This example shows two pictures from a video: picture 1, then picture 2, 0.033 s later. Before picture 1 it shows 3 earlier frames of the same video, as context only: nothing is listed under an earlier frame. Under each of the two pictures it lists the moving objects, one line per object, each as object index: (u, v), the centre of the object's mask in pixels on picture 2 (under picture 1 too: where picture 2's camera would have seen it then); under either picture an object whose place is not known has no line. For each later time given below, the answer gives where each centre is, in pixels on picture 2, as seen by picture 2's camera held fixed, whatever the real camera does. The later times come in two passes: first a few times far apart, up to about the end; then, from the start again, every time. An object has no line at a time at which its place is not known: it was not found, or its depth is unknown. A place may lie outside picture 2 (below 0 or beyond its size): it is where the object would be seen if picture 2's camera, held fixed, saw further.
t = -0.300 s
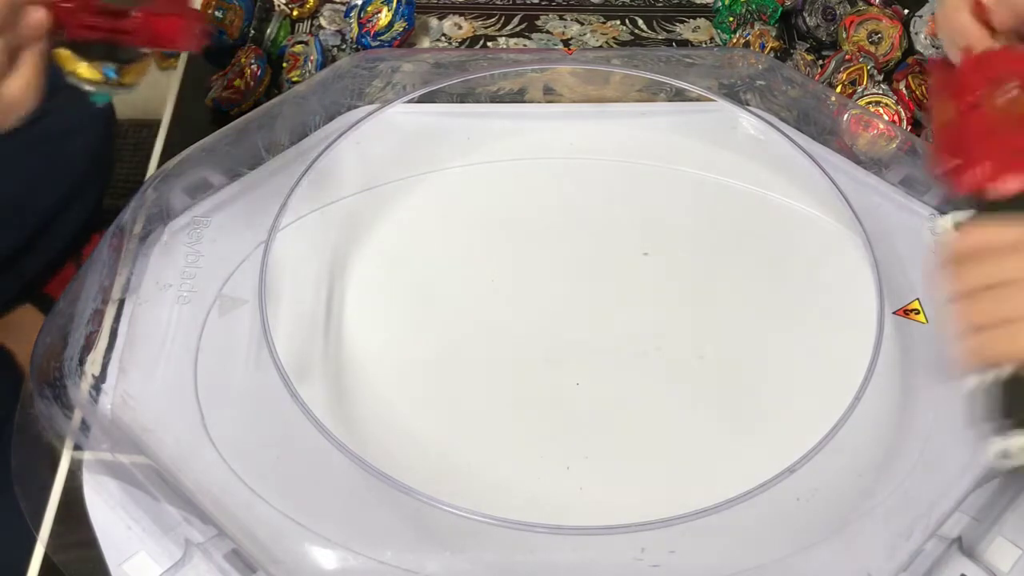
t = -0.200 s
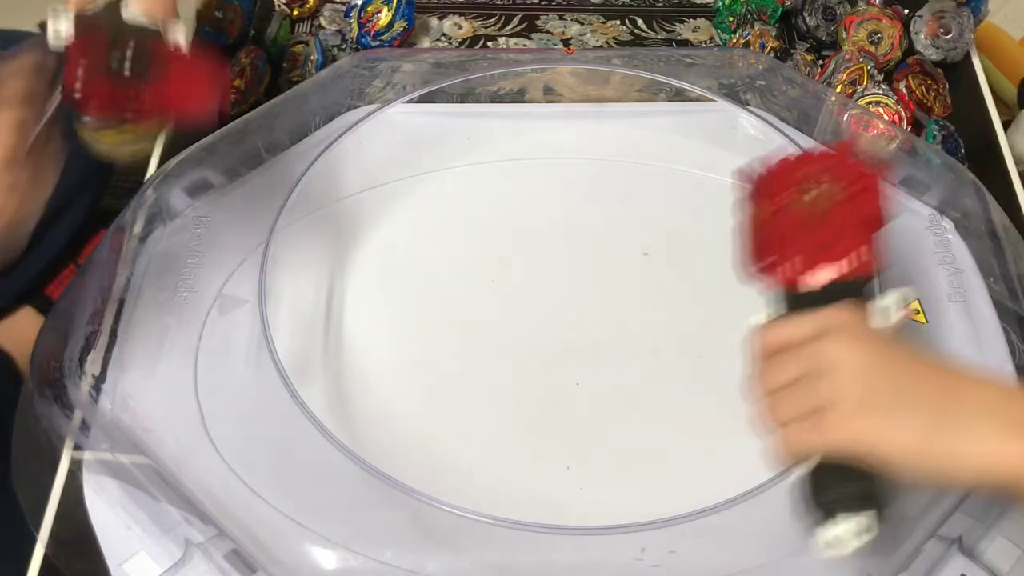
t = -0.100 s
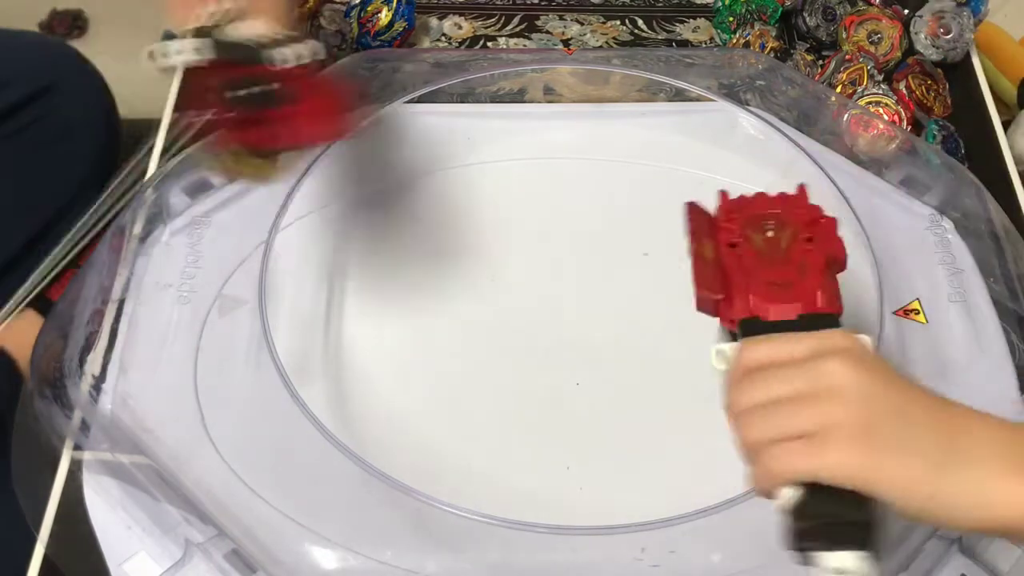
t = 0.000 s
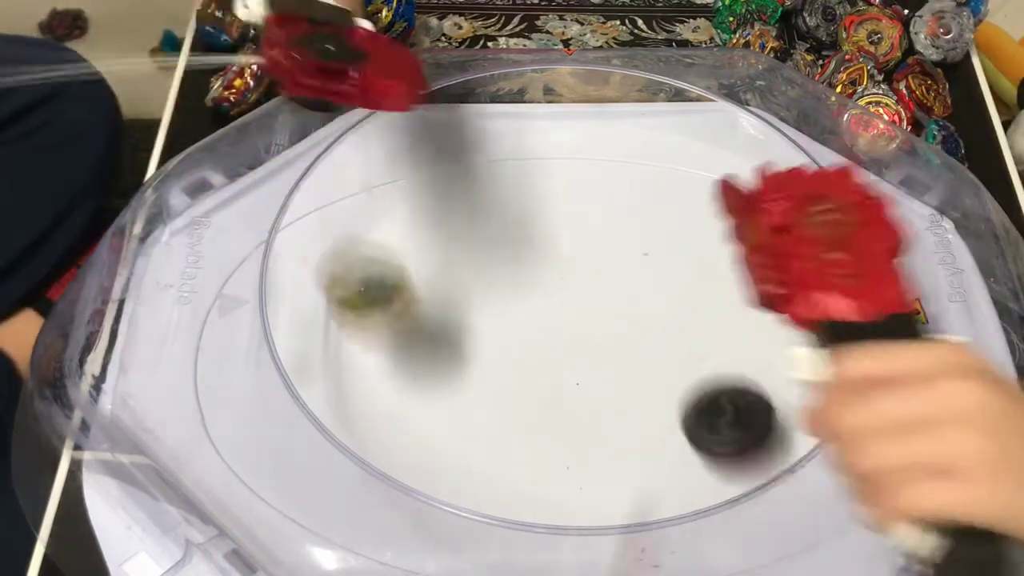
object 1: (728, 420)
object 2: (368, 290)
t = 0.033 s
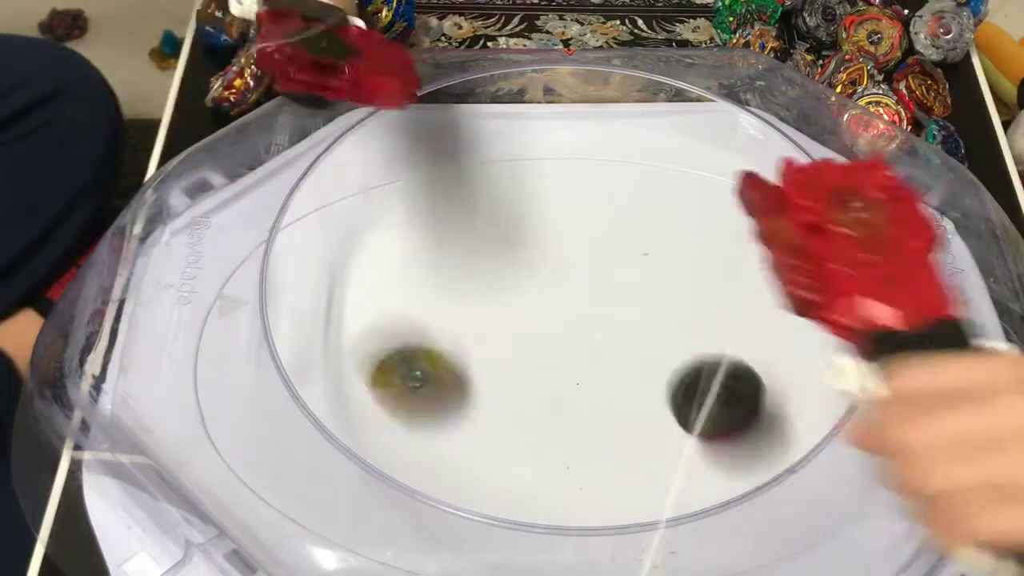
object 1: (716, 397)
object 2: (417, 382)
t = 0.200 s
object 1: (640, 395)
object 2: (555, 407)
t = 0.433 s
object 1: (546, 299)
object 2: (730, 483)
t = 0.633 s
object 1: (532, 216)
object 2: (851, 419)
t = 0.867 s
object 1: (580, 160)
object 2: (874, 329)
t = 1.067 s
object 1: (644, 167)
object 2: (790, 292)
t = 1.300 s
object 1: (674, 221)
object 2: (674, 340)
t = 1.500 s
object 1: (630, 241)
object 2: (622, 415)
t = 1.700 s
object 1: (554, 287)
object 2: (622, 450)
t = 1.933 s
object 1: (449, 320)
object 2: (595, 422)
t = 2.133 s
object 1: (354, 347)
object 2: (559, 364)
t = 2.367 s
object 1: (243, 364)
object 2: (521, 322)
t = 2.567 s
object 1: (216, 355)
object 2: (510, 313)
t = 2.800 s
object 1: (261, 350)
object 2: (525, 311)
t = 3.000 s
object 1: (340, 357)
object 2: (583, 325)
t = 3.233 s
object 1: (444, 360)
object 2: (644, 338)
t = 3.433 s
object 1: (564, 349)
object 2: (677, 351)
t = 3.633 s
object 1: (643, 343)
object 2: (741, 368)
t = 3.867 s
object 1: (715, 331)
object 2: (799, 377)
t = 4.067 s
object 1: (711, 307)
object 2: (857, 410)
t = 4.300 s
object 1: (693, 293)
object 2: (881, 433)
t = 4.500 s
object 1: (673, 301)
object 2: (831, 423)
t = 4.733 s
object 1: (610, 331)
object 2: (716, 379)
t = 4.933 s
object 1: (538, 340)
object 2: (632, 343)
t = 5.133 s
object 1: (484, 339)
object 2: (577, 311)
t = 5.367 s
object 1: (456, 341)
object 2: (550, 294)
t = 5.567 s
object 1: (449, 348)
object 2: (560, 297)
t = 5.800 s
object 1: (467, 352)
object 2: (609, 325)
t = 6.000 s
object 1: (513, 350)
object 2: (653, 356)
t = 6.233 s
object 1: (568, 354)
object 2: (698, 382)
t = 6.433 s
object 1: (469, 338)
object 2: (899, 400)
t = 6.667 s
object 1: (452, 324)
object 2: (916, 382)
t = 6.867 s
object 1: (462, 324)
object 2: (852, 387)
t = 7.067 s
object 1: (491, 325)
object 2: (739, 385)
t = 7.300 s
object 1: (543, 334)
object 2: (641, 364)
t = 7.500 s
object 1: (553, 350)
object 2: (642, 340)
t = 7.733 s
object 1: (532, 392)
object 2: (684, 278)
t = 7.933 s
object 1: (528, 389)
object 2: (708, 285)
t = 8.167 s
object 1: (547, 374)
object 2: (702, 334)
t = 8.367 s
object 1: (579, 359)
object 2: (679, 381)
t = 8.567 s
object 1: (585, 325)
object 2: (667, 413)
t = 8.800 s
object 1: (604, 300)
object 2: (651, 393)
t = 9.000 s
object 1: (626, 298)
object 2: (640, 376)
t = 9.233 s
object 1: (648, 314)
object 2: (607, 376)
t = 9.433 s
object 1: (663, 323)
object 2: (566, 392)
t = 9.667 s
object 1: (650, 352)
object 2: (529, 377)
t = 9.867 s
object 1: (612, 371)
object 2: (528, 340)
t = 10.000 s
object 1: (599, 386)
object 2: (548, 320)
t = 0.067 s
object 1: (700, 387)
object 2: (434, 370)
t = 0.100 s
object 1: (686, 389)
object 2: (459, 361)
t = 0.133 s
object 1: (668, 403)
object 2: (494, 365)
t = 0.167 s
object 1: (652, 419)
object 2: (521, 379)
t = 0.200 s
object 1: (640, 395)
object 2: (555, 407)
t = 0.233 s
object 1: (622, 376)
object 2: (587, 453)
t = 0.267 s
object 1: (606, 373)
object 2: (618, 487)
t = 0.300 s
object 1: (591, 373)
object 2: (640, 484)
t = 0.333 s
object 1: (579, 345)
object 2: (656, 486)
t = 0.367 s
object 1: (564, 328)
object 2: (683, 493)
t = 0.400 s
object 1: (553, 318)
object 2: (706, 491)
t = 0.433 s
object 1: (546, 299)
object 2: (730, 483)
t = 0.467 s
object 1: (538, 288)
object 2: (754, 475)
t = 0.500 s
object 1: (534, 271)
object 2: (771, 465)
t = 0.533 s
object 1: (531, 256)
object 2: (791, 453)
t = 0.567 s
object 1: (531, 242)
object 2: (812, 443)
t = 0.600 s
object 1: (530, 229)
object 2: (829, 432)
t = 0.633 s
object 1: (532, 216)
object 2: (851, 419)
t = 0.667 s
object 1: (537, 205)
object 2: (869, 406)
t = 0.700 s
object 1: (541, 195)
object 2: (880, 394)
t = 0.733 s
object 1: (546, 184)
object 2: (885, 380)
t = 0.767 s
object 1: (553, 176)
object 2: (886, 367)
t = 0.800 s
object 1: (561, 170)
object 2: (885, 354)
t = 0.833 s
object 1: (570, 164)
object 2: (882, 341)
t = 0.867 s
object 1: (580, 160)
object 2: (874, 329)
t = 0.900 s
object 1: (590, 157)
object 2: (864, 319)
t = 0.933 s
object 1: (601, 155)
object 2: (849, 311)
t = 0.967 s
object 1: (613, 156)
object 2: (839, 308)
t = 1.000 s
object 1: (624, 158)
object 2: (825, 303)
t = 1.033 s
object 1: (634, 161)
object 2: (808, 297)
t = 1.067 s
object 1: (644, 167)
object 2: (790, 292)
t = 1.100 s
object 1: (652, 175)
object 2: (773, 289)
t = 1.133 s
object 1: (661, 186)
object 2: (756, 288)
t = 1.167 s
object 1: (671, 198)
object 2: (741, 290)
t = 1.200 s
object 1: (678, 213)
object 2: (721, 292)
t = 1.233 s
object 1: (682, 226)
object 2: (699, 296)
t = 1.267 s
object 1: (679, 224)
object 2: (687, 318)
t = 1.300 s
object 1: (674, 221)
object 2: (674, 340)
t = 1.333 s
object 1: (668, 220)
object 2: (660, 360)
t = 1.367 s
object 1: (663, 221)
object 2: (649, 375)
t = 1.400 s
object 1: (657, 224)
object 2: (640, 388)
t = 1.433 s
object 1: (649, 228)
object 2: (630, 399)
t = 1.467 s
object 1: (640, 234)
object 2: (624, 408)
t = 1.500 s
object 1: (630, 241)
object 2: (622, 415)
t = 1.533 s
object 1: (619, 249)
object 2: (621, 422)
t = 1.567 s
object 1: (608, 258)
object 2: (621, 430)
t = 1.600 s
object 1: (595, 265)
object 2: (622, 438)
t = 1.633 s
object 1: (581, 273)
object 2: (623, 444)
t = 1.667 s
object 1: (567, 280)
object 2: (623, 448)
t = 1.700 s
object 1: (554, 287)
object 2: (622, 450)
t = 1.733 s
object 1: (540, 293)
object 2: (620, 450)
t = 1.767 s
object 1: (526, 299)
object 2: (617, 448)
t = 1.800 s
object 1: (512, 305)
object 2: (613, 445)
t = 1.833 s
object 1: (496, 309)
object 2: (609, 440)
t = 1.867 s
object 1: (481, 313)
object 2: (605, 435)
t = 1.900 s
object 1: (465, 316)
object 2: (600, 429)
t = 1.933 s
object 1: (449, 320)
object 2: (595, 422)
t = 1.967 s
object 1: (433, 324)
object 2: (590, 413)
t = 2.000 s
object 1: (418, 328)
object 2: (585, 404)
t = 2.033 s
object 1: (402, 333)
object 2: (579, 394)
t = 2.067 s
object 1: (387, 338)
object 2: (572, 384)
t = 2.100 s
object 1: (370, 343)
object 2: (565, 374)
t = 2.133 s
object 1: (354, 347)
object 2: (559, 364)
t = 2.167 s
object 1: (337, 351)
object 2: (553, 358)
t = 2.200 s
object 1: (321, 354)
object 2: (549, 354)
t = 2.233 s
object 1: (306, 356)
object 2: (542, 350)
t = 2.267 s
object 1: (290, 358)
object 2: (533, 344)
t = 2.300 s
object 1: (272, 361)
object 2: (528, 337)
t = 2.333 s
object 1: (261, 361)
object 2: (524, 328)
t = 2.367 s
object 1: (243, 364)
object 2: (521, 322)
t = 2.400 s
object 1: (236, 363)
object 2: (517, 316)
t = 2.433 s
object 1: (231, 362)
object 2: (515, 312)
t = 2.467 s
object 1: (225, 360)
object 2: (514, 309)
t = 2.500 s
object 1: (221, 359)
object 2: (513, 309)
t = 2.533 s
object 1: (217, 357)
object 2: (512, 311)
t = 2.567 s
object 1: (216, 355)
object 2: (510, 313)
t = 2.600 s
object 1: (217, 353)
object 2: (507, 316)
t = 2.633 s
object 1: (219, 352)
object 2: (503, 315)
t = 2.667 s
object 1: (224, 351)
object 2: (506, 316)
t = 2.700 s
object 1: (229, 351)
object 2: (509, 313)
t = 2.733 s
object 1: (239, 350)
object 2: (513, 313)
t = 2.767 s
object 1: (248, 349)
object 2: (518, 312)
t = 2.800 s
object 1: (261, 350)
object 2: (525, 311)
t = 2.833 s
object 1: (276, 349)
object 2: (533, 312)
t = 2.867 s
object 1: (288, 350)
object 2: (541, 313)
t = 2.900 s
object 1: (302, 352)
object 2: (551, 315)
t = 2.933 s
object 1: (317, 353)
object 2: (562, 318)
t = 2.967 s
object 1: (327, 356)
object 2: (572, 322)
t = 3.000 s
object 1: (340, 357)
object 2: (583, 325)
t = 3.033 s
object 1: (353, 359)
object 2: (594, 328)
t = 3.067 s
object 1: (366, 360)
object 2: (603, 331)
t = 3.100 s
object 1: (380, 361)
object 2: (613, 333)
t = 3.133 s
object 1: (396, 362)
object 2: (622, 335)
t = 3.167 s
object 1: (411, 361)
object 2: (629, 336)
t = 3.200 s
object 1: (426, 361)
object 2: (637, 337)
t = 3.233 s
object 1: (444, 360)
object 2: (644, 338)
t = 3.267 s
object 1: (461, 359)
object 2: (650, 339)
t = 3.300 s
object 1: (480, 357)
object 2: (657, 341)
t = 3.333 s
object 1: (500, 355)
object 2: (662, 343)
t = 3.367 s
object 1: (520, 352)
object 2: (668, 345)
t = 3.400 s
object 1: (543, 351)
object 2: (673, 348)
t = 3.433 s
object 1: (564, 349)
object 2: (677, 351)
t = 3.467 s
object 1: (584, 349)
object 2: (679, 354)
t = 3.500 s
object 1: (595, 348)
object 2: (693, 359)
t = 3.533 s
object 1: (604, 346)
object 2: (708, 362)
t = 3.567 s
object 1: (616, 345)
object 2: (721, 365)
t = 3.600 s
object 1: (629, 344)
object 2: (731, 367)
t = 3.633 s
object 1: (643, 343)
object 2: (741, 368)
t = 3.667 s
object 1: (657, 342)
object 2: (749, 369)
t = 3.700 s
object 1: (669, 340)
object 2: (757, 370)
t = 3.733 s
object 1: (678, 338)
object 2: (770, 373)
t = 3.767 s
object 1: (687, 336)
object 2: (781, 374)
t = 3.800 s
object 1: (697, 334)
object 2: (790, 376)
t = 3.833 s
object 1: (706, 333)
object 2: (795, 376)
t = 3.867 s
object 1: (715, 331)
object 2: (799, 377)
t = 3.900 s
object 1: (724, 330)
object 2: (803, 377)
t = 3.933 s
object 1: (732, 329)
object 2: (804, 378)
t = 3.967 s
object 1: (733, 326)
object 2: (813, 384)
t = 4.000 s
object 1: (725, 318)
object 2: (831, 394)
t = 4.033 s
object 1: (718, 312)
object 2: (844, 402)
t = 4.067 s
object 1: (711, 307)
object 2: (857, 410)
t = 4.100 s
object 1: (706, 303)
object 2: (865, 416)
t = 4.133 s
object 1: (703, 301)
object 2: (871, 421)
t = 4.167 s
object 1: (700, 299)
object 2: (877, 425)
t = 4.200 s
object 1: (698, 298)
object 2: (879, 428)
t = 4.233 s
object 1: (697, 296)
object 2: (882, 430)
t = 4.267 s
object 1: (695, 294)
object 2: (881, 432)
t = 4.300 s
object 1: (693, 293)
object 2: (881, 433)
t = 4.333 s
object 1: (691, 293)
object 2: (877, 434)
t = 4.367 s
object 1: (689, 293)
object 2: (872, 434)
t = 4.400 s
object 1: (686, 294)
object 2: (864, 432)
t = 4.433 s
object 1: (683, 296)
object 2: (856, 430)
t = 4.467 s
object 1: (678, 298)
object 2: (845, 426)
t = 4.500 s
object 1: (673, 301)
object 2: (831, 423)
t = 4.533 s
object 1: (667, 305)
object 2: (816, 419)
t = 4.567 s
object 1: (661, 309)
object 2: (798, 412)
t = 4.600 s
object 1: (653, 314)
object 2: (784, 408)
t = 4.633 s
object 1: (644, 319)
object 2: (767, 401)
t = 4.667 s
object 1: (633, 324)
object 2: (749, 393)
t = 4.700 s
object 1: (622, 328)
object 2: (732, 386)
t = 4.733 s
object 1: (610, 331)
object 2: (716, 379)
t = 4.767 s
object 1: (598, 333)
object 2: (701, 372)
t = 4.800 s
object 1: (585, 335)
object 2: (686, 365)
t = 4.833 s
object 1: (573, 337)
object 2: (673, 360)
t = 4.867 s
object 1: (560, 339)
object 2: (662, 355)
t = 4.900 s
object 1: (549, 339)
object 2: (647, 349)
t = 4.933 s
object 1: (538, 340)
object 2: (632, 343)
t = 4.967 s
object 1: (526, 341)
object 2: (618, 333)
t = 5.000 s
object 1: (516, 340)
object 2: (607, 325)
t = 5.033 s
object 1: (506, 340)
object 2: (598, 319)
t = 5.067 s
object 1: (498, 339)
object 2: (591, 315)
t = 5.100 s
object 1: (490, 339)
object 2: (584, 312)
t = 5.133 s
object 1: (484, 339)
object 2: (577, 311)
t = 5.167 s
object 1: (478, 338)
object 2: (569, 309)
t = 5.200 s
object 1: (473, 338)
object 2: (564, 306)
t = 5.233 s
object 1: (468, 339)
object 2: (560, 301)
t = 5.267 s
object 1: (464, 339)
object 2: (557, 297)
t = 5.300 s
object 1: (461, 339)
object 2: (554, 295)
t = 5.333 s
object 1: (458, 340)
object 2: (552, 294)
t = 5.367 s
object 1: (456, 341)
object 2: (550, 294)
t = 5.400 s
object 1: (454, 343)
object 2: (549, 295)
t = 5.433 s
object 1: (452, 344)
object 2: (548, 295)
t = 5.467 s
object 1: (450, 345)
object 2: (548, 294)
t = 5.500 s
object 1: (450, 346)
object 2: (550, 294)
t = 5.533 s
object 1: (449, 347)
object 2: (554, 295)
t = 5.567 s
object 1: (449, 348)
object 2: (560, 297)
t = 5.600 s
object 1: (451, 349)
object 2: (566, 299)
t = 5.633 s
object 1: (452, 350)
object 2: (573, 302)
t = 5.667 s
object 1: (454, 351)
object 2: (580, 306)
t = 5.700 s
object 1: (456, 352)
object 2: (587, 310)
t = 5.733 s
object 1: (459, 352)
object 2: (594, 315)
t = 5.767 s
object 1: (463, 352)
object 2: (602, 319)
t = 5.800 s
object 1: (467, 352)
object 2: (609, 325)
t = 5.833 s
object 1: (473, 351)
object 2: (617, 331)
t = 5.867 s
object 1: (479, 351)
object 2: (625, 336)
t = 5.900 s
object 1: (487, 351)
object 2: (633, 342)
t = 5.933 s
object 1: (495, 350)
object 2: (641, 347)
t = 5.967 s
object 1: (504, 350)
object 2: (647, 352)
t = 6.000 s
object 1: (513, 350)
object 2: (653, 356)
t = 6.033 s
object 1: (524, 350)
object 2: (657, 360)
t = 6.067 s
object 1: (535, 350)
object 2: (660, 363)
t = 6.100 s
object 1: (546, 351)
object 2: (663, 367)
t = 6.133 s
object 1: (557, 352)
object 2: (666, 371)
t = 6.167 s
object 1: (568, 354)
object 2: (667, 375)
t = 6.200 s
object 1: (579, 355)
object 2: (669, 377)
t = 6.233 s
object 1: (568, 354)
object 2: (698, 382)
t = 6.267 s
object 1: (543, 352)
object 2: (744, 386)
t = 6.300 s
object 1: (521, 351)
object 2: (787, 391)
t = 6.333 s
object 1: (502, 348)
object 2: (827, 398)
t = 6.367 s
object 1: (487, 345)
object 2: (857, 400)
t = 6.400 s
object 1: (478, 342)
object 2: (882, 401)
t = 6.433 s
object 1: (469, 338)
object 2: (899, 400)
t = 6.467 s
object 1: (464, 335)
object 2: (911, 398)
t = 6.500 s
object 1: (460, 331)
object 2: (918, 391)
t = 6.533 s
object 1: (456, 329)
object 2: (927, 387)
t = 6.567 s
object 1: (455, 327)
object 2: (932, 386)
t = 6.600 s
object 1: (454, 326)
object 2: (928, 383)
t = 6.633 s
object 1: (452, 325)
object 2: (922, 382)
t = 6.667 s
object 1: (452, 324)
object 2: (916, 382)
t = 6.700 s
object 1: (453, 324)
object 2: (909, 383)
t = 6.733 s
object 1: (454, 324)
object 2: (900, 384)
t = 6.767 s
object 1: (455, 324)
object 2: (891, 384)
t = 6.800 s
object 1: (456, 324)
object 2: (881, 384)
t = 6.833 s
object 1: (459, 324)
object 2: (868, 386)
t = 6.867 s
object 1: (462, 324)
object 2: (852, 387)
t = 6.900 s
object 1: (465, 323)
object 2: (834, 388)
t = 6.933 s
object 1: (469, 323)
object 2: (813, 389)
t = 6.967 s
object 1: (473, 323)
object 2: (796, 390)
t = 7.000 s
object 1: (479, 324)
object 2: (778, 389)
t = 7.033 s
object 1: (485, 324)
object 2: (759, 387)
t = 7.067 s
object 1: (491, 325)
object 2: (739, 385)
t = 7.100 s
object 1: (498, 326)
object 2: (719, 382)
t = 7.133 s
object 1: (505, 327)
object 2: (702, 378)
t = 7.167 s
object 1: (512, 328)
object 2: (687, 375)
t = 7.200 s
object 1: (519, 330)
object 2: (674, 372)
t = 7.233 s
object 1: (527, 331)
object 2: (661, 370)
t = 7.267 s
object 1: (535, 333)
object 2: (650, 367)
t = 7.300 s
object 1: (543, 334)
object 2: (641, 364)
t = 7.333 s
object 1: (551, 336)
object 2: (636, 362)
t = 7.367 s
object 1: (552, 337)
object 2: (637, 360)
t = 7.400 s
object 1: (552, 338)
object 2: (641, 355)
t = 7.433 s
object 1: (550, 340)
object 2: (643, 348)
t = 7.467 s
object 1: (550, 343)
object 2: (642, 343)
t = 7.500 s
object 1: (553, 350)
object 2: (642, 340)
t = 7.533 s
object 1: (551, 362)
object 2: (649, 330)
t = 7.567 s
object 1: (548, 372)
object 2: (655, 318)
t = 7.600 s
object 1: (545, 379)
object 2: (660, 306)
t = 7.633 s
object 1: (541, 384)
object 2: (664, 296)
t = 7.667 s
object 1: (538, 388)
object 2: (671, 288)
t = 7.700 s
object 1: (535, 391)
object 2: (678, 282)
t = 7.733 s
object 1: (532, 392)
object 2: (684, 278)
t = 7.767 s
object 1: (530, 393)
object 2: (691, 276)
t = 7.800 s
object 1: (528, 393)
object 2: (696, 275)
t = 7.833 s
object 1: (527, 392)
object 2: (698, 275)
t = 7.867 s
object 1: (527, 391)
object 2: (702, 277)
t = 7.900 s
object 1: (527, 390)
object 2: (705, 281)
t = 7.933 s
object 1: (528, 389)
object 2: (708, 285)
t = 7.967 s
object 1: (530, 387)
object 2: (709, 289)
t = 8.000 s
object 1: (532, 385)
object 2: (709, 295)
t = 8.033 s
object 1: (534, 383)
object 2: (708, 301)
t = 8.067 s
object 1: (537, 381)
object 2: (707, 310)
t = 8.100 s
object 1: (540, 379)
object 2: (706, 318)
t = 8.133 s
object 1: (543, 377)
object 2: (705, 326)
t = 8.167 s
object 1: (547, 374)
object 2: (702, 334)
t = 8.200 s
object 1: (551, 371)
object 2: (699, 344)
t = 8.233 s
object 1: (556, 369)
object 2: (695, 354)
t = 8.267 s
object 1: (562, 366)
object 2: (693, 362)
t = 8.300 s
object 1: (568, 364)
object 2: (691, 369)
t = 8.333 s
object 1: (573, 362)
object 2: (685, 375)
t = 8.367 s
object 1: (579, 359)
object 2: (679, 381)
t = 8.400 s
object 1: (585, 357)
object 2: (674, 387)
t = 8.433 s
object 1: (585, 350)
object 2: (675, 395)
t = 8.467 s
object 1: (584, 343)
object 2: (674, 401)
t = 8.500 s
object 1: (584, 337)
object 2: (670, 407)
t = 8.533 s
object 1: (584, 331)
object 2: (668, 412)
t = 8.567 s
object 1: (585, 325)
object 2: (667, 413)
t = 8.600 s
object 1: (586, 320)
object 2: (662, 413)
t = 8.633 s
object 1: (588, 315)
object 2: (657, 413)
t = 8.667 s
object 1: (591, 310)
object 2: (656, 410)
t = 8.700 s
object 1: (594, 307)
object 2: (654, 406)
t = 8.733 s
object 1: (597, 304)
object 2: (650, 403)
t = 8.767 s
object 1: (601, 302)
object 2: (650, 397)
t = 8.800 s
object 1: (604, 300)
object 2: (651, 393)
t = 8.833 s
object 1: (608, 298)
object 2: (648, 389)
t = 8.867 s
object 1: (611, 297)
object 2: (648, 386)
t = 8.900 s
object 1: (615, 297)
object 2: (647, 384)
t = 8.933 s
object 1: (619, 297)
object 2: (644, 380)
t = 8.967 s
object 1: (622, 297)
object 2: (642, 379)
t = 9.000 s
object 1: (626, 298)
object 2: (640, 376)
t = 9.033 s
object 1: (630, 299)
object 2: (635, 373)
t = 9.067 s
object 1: (634, 301)
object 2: (631, 375)
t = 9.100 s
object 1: (638, 303)
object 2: (628, 374)
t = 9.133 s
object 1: (642, 306)
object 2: (621, 372)
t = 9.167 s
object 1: (644, 308)
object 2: (614, 378)
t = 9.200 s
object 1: (646, 310)
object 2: (613, 377)
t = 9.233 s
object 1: (648, 314)
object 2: (607, 376)
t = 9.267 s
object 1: (649, 318)
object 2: (605, 378)
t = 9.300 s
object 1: (652, 321)
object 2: (598, 374)
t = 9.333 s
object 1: (656, 320)
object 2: (586, 382)
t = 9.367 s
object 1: (659, 320)
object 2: (579, 385)
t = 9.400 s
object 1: (662, 321)
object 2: (571, 390)
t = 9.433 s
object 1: (663, 323)
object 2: (566, 392)
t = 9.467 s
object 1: (664, 326)
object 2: (562, 393)
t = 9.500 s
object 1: (664, 329)
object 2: (554, 394)
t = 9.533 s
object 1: (663, 334)
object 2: (550, 392)
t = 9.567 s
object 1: (661, 338)
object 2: (543, 391)
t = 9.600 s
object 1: (658, 343)
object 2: (540, 387)
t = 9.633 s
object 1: (655, 348)
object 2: (533, 382)
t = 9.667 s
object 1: (650, 352)
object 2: (529, 377)
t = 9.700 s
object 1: (644, 356)
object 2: (526, 371)
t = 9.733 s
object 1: (639, 360)
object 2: (522, 364)
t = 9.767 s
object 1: (632, 363)
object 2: (524, 358)
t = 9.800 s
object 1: (625, 366)
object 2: (523, 351)
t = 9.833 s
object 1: (618, 369)
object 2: (526, 347)
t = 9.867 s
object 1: (612, 371)
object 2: (528, 340)
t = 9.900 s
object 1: (605, 374)
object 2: (533, 336)
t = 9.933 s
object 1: (600, 376)
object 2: (538, 329)
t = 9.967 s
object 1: (600, 381)
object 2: (540, 325)
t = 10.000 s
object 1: (599, 386)
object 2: (548, 320)
